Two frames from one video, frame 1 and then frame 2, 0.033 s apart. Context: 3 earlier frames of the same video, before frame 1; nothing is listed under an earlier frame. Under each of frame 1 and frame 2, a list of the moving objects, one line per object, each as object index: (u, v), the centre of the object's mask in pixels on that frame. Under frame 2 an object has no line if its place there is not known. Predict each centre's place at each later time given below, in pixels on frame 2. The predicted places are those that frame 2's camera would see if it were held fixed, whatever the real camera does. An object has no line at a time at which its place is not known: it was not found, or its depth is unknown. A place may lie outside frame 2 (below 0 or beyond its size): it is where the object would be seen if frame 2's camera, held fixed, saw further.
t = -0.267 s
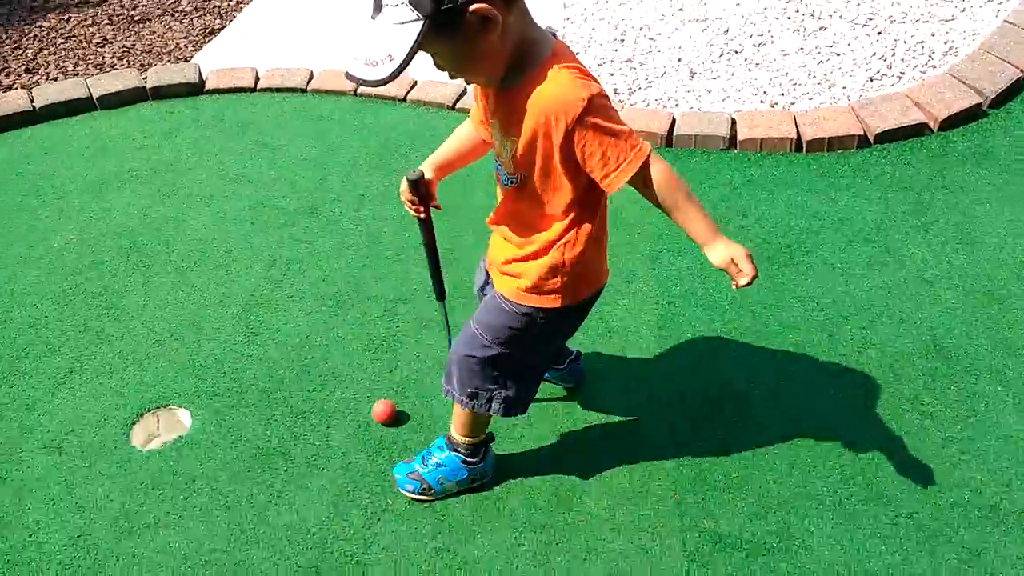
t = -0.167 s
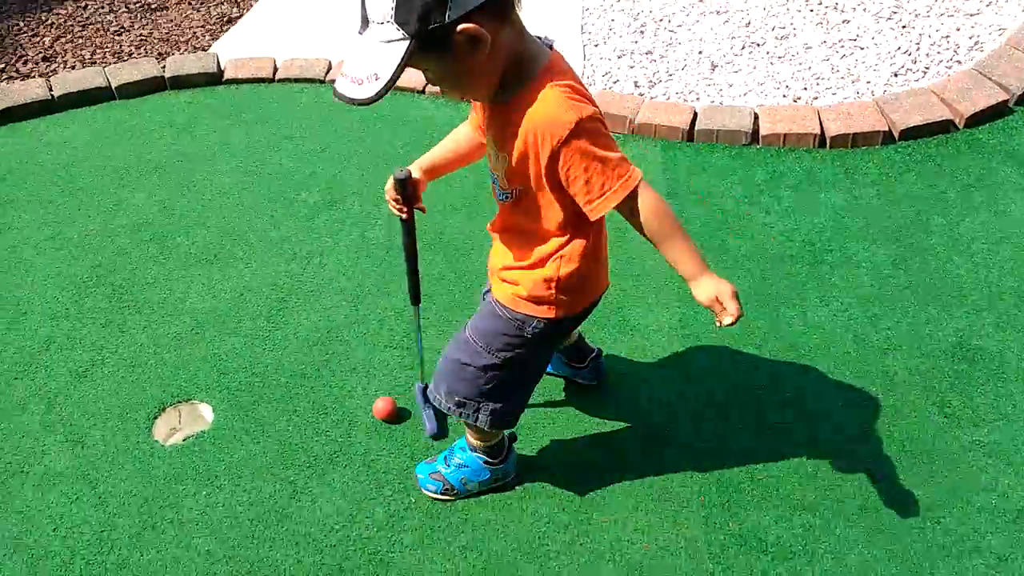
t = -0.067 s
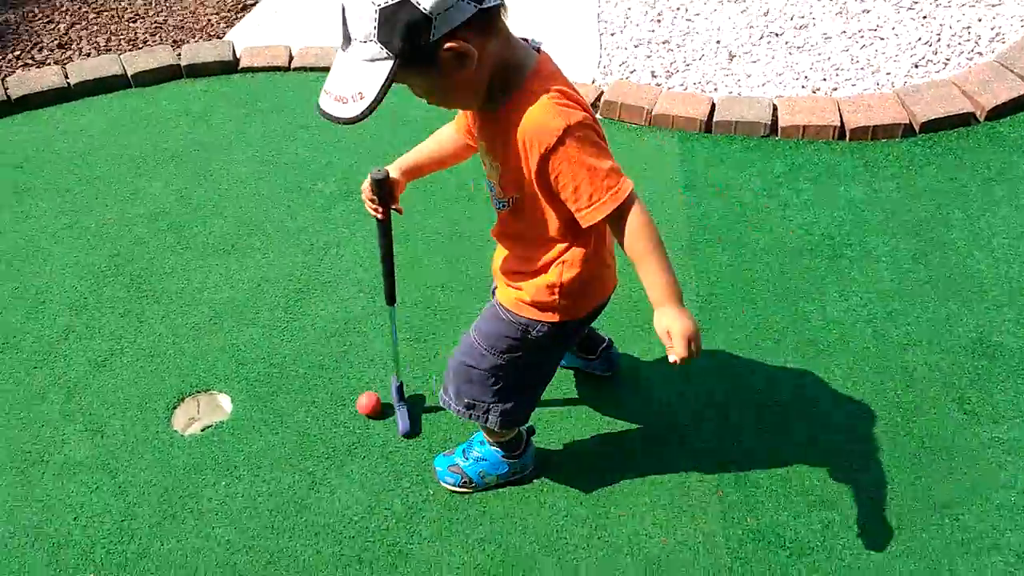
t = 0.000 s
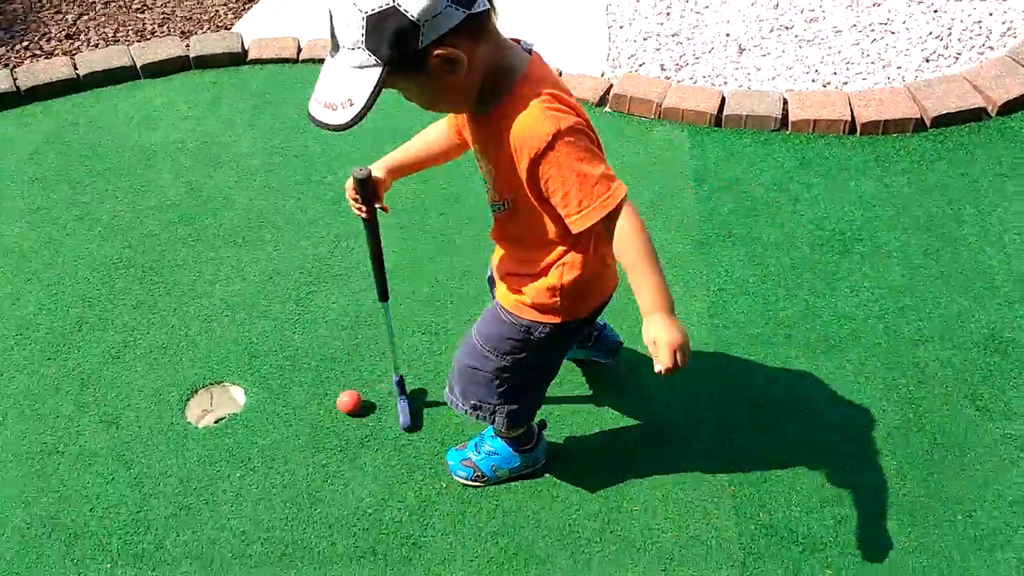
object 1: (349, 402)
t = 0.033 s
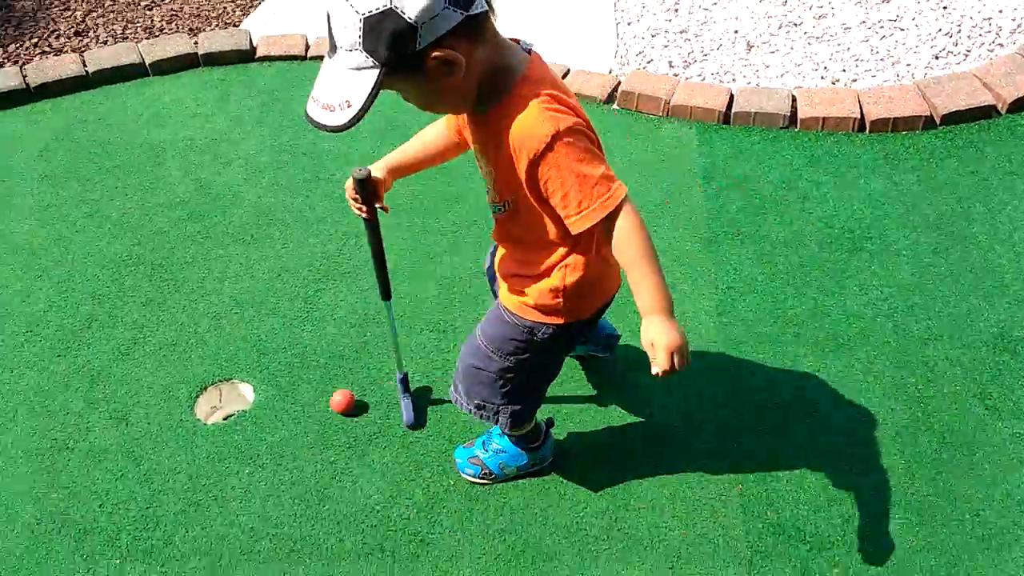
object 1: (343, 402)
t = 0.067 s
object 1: (327, 404)
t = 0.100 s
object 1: (312, 406)
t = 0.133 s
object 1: (296, 408)
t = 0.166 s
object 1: (280, 411)
